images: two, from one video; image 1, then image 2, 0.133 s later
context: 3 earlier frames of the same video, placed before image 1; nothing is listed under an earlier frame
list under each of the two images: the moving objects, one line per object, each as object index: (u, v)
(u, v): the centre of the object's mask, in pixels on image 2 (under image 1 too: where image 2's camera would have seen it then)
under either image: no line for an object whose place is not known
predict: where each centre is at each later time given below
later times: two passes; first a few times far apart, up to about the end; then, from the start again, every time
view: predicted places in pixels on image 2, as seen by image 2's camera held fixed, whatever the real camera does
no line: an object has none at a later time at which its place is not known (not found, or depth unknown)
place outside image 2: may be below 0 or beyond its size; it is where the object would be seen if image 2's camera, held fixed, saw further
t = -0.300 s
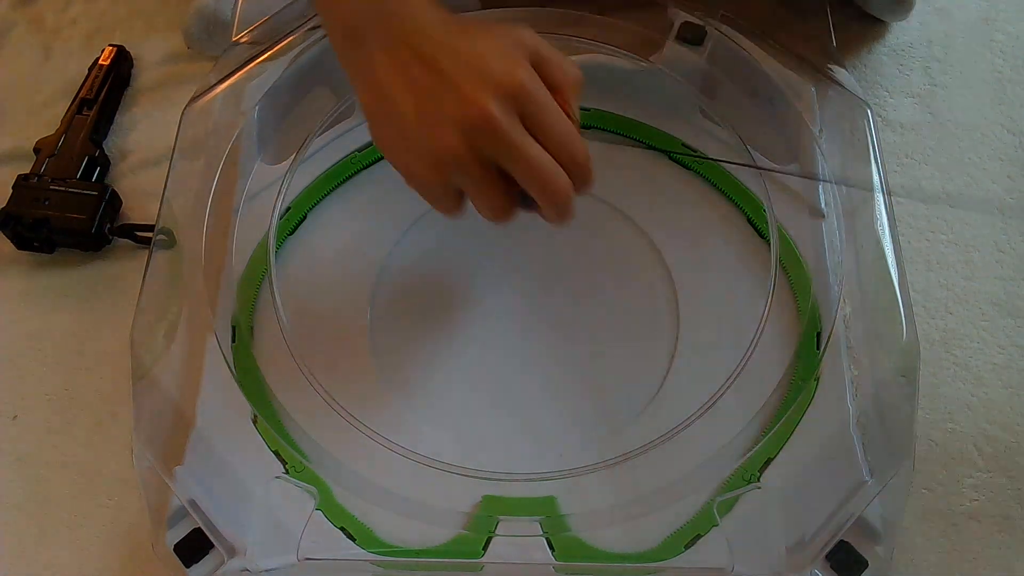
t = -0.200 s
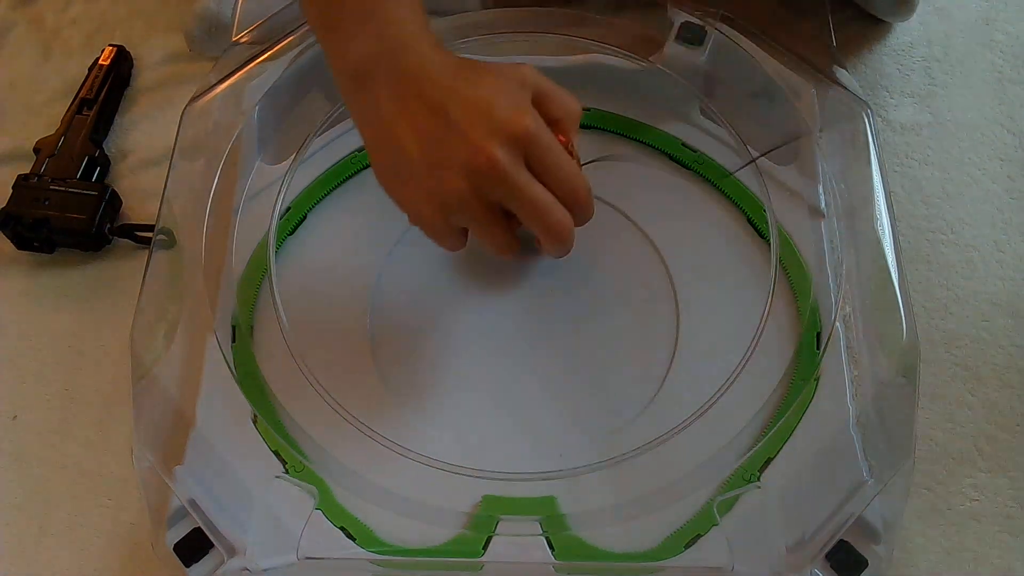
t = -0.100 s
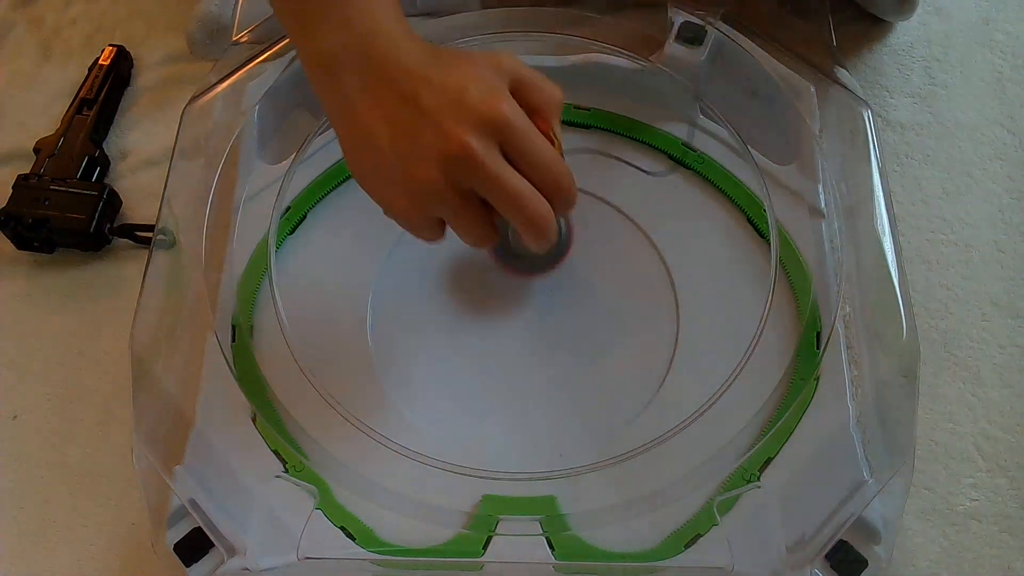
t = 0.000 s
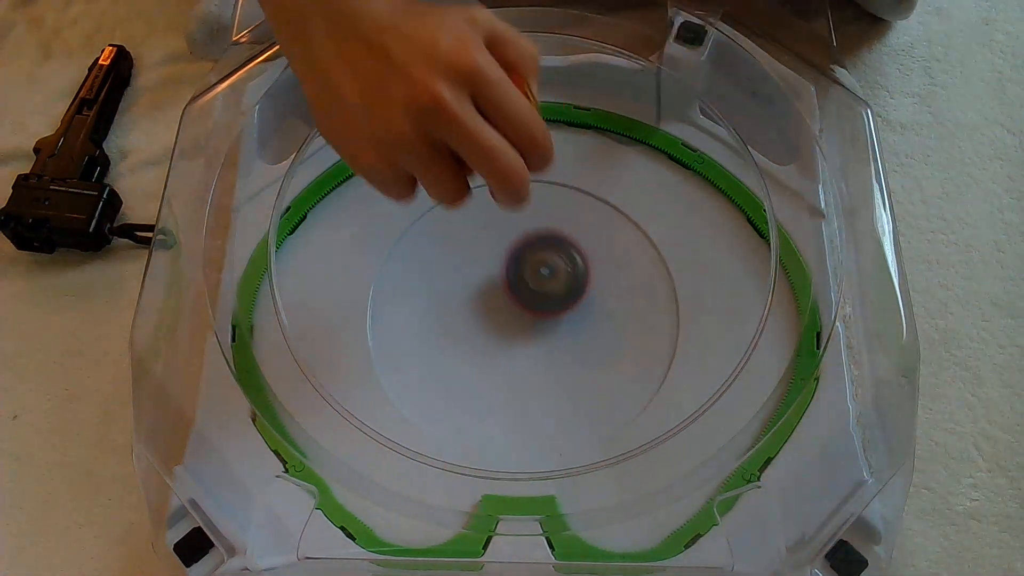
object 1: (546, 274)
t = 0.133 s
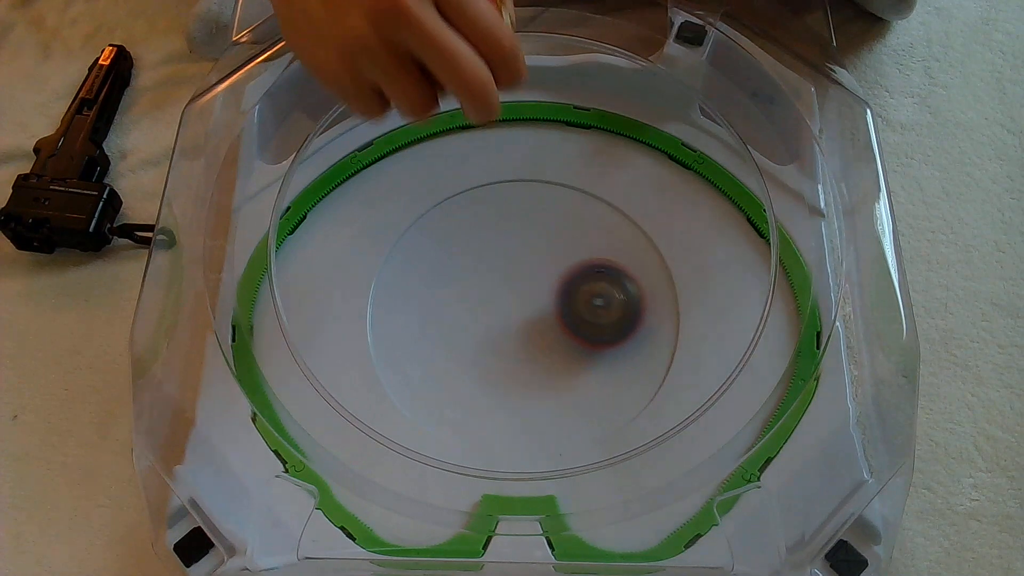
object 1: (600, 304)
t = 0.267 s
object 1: (662, 290)
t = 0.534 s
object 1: (633, 221)
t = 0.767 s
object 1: (545, 238)
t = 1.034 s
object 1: (595, 407)
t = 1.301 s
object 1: (752, 415)
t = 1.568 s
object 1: (791, 366)
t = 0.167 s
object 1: (616, 305)
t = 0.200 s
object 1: (632, 303)
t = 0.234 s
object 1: (647, 299)
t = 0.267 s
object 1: (662, 290)
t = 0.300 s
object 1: (674, 281)
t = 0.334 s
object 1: (670, 273)
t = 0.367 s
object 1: (663, 266)
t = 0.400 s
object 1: (656, 257)
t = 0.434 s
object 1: (650, 249)
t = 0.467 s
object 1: (644, 240)
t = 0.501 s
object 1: (638, 230)
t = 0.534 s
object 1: (633, 221)
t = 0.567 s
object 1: (629, 211)
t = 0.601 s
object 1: (618, 205)
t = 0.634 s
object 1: (605, 202)
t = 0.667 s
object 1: (591, 200)
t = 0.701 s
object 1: (576, 205)
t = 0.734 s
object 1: (560, 218)
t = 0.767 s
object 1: (545, 238)
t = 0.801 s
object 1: (535, 260)
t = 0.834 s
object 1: (531, 284)
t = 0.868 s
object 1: (530, 311)
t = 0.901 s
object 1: (535, 336)
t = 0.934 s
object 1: (545, 359)
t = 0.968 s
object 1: (558, 379)
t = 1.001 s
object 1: (576, 395)
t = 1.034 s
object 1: (595, 407)
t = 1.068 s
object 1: (616, 412)
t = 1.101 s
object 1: (633, 407)
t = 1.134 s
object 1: (650, 407)
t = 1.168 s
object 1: (667, 405)
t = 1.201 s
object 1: (685, 404)
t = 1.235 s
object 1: (705, 403)
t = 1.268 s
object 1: (728, 408)
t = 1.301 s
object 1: (752, 415)
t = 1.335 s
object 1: (766, 411)
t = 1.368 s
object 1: (765, 401)
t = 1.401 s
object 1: (765, 390)
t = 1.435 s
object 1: (767, 380)
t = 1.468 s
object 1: (771, 373)
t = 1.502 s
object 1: (777, 369)
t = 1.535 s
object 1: (785, 368)
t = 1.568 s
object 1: (791, 366)
